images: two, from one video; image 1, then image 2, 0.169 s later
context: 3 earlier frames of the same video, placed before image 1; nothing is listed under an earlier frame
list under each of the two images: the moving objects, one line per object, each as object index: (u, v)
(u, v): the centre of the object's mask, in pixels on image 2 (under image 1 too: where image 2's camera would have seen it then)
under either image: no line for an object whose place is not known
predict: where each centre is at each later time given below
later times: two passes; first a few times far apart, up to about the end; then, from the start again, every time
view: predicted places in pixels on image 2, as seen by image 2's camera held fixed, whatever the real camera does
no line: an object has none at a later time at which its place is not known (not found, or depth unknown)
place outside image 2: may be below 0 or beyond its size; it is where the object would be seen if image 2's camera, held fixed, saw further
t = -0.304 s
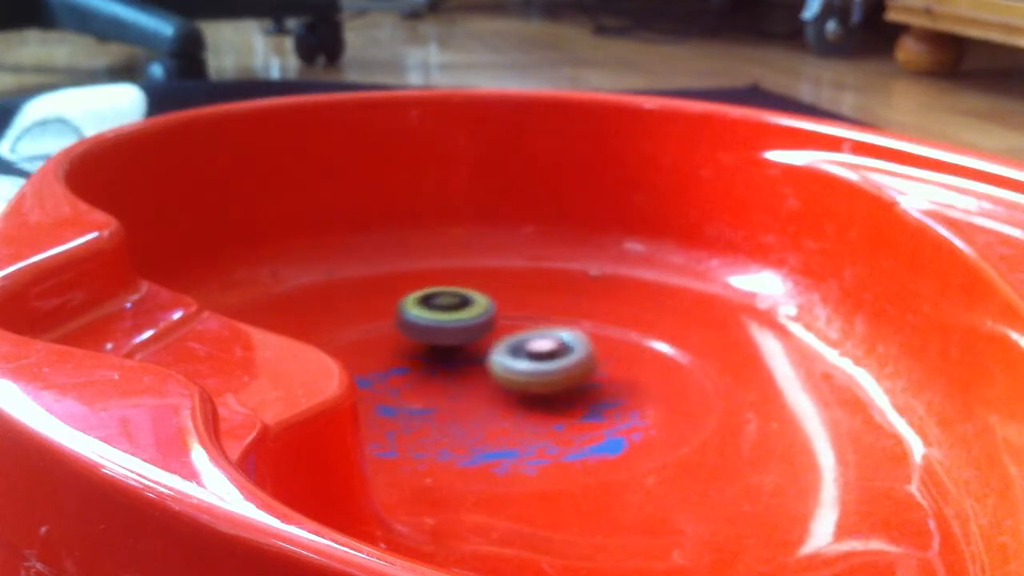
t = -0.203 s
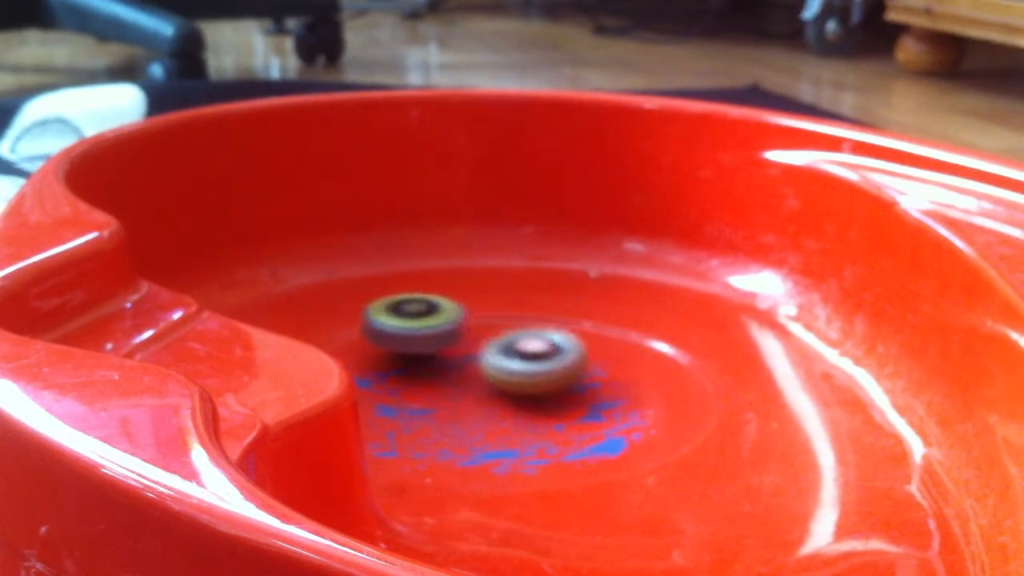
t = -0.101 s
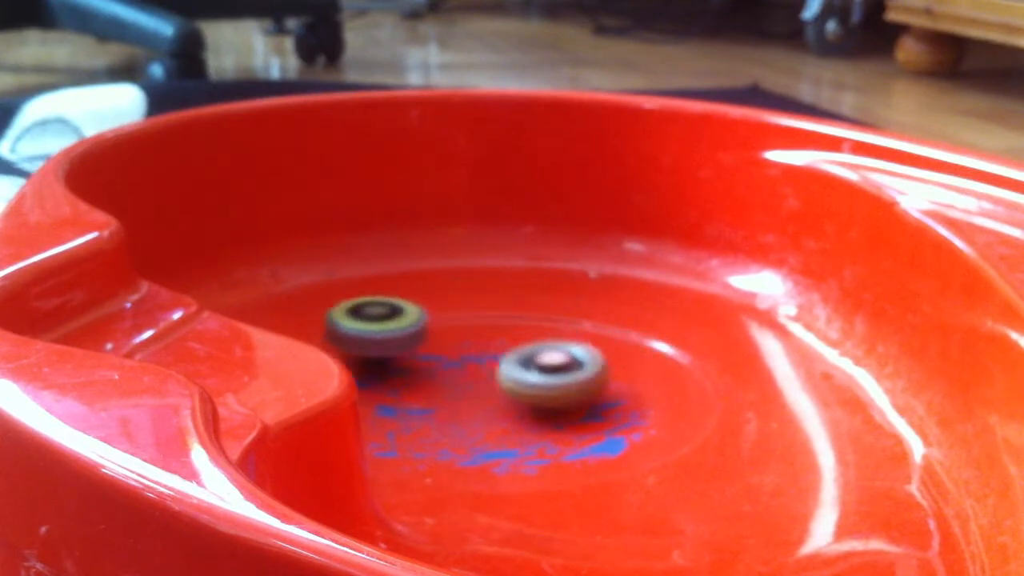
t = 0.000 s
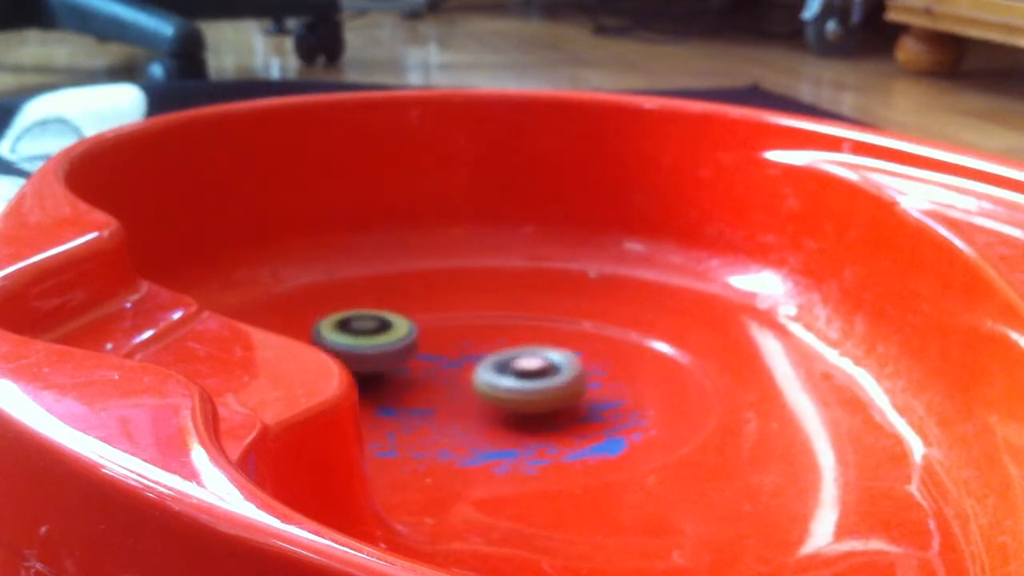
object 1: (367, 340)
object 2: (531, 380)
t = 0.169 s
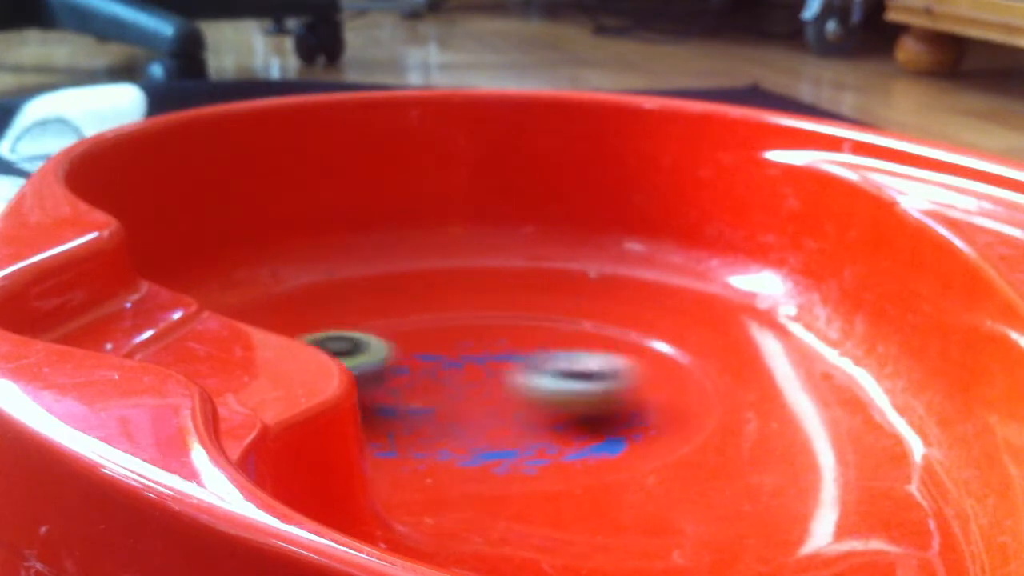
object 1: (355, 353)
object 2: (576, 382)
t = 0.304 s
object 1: (342, 356)
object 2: (703, 386)
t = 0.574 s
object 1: (447, 413)
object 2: (587, 429)
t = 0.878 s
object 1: (414, 365)
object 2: (749, 475)
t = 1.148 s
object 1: (402, 350)
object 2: (521, 471)
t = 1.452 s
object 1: (389, 343)
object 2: (441, 395)
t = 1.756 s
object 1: (342, 261)
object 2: (726, 501)
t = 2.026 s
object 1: (371, 342)
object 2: (530, 472)
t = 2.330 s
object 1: (546, 353)
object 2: (515, 412)
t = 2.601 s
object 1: (646, 319)
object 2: (574, 365)
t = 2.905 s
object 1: (528, 320)
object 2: (610, 359)
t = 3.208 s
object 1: (392, 369)
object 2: (721, 364)
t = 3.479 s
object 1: (399, 415)
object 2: (559, 429)
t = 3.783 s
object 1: (398, 414)
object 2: (626, 384)
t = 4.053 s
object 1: (436, 399)
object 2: (620, 368)
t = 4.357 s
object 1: (409, 361)
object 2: (595, 351)
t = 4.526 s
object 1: (382, 353)
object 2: (581, 340)
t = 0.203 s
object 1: (343, 349)
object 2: (622, 384)
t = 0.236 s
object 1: (337, 350)
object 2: (657, 385)
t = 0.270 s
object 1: (337, 352)
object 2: (685, 386)
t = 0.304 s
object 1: (342, 356)
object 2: (703, 386)
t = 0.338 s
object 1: (354, 366)
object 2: (706, 388)
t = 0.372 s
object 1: (365, 378)
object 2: (698, 395)
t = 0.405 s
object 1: (375, 384)
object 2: (679, 405)
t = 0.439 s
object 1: (384, 398)
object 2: (662, 412)
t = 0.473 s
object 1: (395, 402)
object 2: (644, 418)
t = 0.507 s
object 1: (407, 409)
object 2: (626, 423)
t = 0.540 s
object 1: (425, 411)
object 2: (607, 426)
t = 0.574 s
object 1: (447, 413)
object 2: (587, 429)
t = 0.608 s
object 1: (442, 408)
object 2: (612, 432)
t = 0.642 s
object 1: (420, 400)
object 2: (666, 427)
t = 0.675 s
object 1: (410, 394)
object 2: (711, 433)
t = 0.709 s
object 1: (404, 387)
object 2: (749, 440)
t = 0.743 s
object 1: (401, 383)
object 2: (774, 444)
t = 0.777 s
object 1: (400, 376)
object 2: (783, 449)
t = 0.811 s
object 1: (402, 371)
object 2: (782, 457)
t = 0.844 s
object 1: (405, 370)
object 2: (768, 465)
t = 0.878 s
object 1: (414, 365)
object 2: (749, 475)
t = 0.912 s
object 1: (421, 361)
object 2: (726, 486)
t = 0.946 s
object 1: (426, 360)
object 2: (697, 496)
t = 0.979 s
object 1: (426, 358)
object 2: (663, 497)
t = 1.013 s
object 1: (424, 356)
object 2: (631, 497)
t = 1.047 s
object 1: (419, 355)
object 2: (598, 492)
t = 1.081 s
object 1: (413, 353)
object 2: (568, 488)
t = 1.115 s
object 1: (408, 352)
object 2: (542, 481)
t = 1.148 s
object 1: (402, 350)
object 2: (521, 471)
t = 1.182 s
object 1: (398, 348)
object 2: (504, 462)
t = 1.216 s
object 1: (395, 347)
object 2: (490, 452)
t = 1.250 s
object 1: (392, 346)
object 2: (475, 448)
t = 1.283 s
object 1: (390, 345)
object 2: (460, 442)
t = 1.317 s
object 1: (388, 345)
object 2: (449, 430)
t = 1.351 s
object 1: (388, 344)
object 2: (442, 421)
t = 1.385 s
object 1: (388, 344)
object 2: (438, 412)
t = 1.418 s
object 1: (389, 343)
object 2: (439, 404)
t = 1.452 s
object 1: (389, 343)
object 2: (441, 395)
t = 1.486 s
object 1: (382, 335)
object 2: (479, 409)
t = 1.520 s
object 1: (367, 315)
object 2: (531, 433)
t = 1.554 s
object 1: (358, 291)
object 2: (584, 442)
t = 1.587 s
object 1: (352, 278)
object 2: (626, 451)
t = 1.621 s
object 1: (350, 265)
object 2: (672, 477)
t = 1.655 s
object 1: (347, 260)
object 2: (707, 485)
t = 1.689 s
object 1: (346, 258)
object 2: (727, 489)
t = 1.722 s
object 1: (345, 259)
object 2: (734, 495)
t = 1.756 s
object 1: (342, 261)
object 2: (726, 501)
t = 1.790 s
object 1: (337, 273)
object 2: (687, 513)
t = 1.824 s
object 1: (337, 281)
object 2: (664, 509)
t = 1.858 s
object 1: (337, 292)
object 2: (639, 505)
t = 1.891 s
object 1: (339, 308)
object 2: (614, 501)
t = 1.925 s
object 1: (343, 318)
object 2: (588, 495)
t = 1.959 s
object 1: (349, 327)
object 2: (564, 489)
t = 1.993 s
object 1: (360, 335)
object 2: (545, 481)
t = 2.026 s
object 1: (371, 342)
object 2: (530, 472)
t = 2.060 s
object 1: (385, 349)
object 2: (523, 464)
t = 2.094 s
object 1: (401, 356)
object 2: (519, 455)
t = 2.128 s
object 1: (421, 360)
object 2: (516, 448)
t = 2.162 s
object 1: (443, 362)
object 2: (512, 445)
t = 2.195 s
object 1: (463, 363)
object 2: (508, 439)
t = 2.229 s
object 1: (483, 362)
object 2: (506, 432)
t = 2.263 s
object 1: (504, 359)
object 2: (507, 425)
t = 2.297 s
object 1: (525, 356)
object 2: (510, 420)
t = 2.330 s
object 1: (546, 353)
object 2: (515, 412)
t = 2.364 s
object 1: (566, 350)
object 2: (520, 406)
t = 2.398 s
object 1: (583, 348)
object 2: (526, 400)
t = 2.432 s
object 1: (598, 345)
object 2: (533, 393)
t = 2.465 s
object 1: (611, 341)
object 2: (539, 388)
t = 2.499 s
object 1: (622, 336)
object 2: (546, 381)
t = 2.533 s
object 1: (632, 331)
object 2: (555, 376)
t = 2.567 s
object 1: (640, 325)
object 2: (565, 370)
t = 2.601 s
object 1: (646, 319)
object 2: (574, 365)
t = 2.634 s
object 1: (650, 314)
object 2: (583, 361)
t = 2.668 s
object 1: (646, 309)
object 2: (590, 359)
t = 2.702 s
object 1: (634, 305)
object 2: (593, 360)
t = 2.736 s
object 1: (612, 304)
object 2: (595, 360)
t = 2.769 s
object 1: (590, 303)
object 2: (599, 360)
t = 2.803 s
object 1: (571, 306)
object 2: (602, 360)
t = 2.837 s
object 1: (555, 310)
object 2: (606, 359)
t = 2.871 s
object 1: (540, 314)
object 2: (608, 359)
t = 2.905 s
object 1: (528, 320)
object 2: (610, 359)
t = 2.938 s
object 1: (517, 326)
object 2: (610, 359)
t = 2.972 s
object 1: (509, 333)
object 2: (610, 360)
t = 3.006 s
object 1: (501, 340)
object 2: (608, 361)
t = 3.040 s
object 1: (496, 346)
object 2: (607, 362)
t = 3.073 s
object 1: (491, 353)
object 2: (605, 364)
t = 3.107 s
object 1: (458, 357)
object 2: (643, 365)
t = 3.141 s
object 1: (425, 362)
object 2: (681, 365)
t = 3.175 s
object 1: (403, 365)
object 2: (708, 362)
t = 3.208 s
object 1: (392, 369)
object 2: (721, 364)
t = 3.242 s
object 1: (388, 373)
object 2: (723, 371)
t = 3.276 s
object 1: (386, 377)
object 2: (718, 380)
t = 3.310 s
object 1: (385, 383)
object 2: (705, 393)
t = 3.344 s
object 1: (386, 389)
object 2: (677, 410)
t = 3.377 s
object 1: (388, 396)
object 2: (646, 420)
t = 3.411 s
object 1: (391, 402)
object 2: (614, 425)
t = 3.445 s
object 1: (394, 408)
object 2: (585, 429)
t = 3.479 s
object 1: (399, 415)
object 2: (559, 429)
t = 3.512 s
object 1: (404, 420)
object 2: (536, 427)
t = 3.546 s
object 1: (401, 421)
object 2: (541, 421)
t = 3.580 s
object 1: (389, 415)
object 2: (573, 413)
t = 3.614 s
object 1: (384, 412)
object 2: (597, 404)
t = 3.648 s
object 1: (383, 410)
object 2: (612, 396)
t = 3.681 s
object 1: (385, 414)
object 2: (621, 391)
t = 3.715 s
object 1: (388, 413)
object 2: (624, 387)
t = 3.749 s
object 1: (392, 413)
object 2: (625, 385)
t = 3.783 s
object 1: (398, 414)
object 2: (626, 384)
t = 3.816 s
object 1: (404, 412)
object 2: (626, 382)
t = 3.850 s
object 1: (411, 411)
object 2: (626, 381)
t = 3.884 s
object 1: (418, 409)
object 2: (625, 379)
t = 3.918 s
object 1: (424, 408)
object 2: (624, 377)
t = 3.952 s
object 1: (430, 407)
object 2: (624, 374)
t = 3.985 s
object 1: (434, 405)
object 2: (623, 372)
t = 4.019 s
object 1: (436, 402)
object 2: (622, 371)
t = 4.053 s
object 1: (436, 399)
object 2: (620, 368)
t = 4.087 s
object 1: (435, 396)
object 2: (618, 366)
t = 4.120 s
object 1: (433, 392)
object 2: (615, 365)
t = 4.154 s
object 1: (430, 388)
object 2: (613, 362)
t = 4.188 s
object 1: (427, 383)
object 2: (610, 360)
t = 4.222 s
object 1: (423, 376)
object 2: (607, 358)
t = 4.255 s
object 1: (419, 373)
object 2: (604, 357)
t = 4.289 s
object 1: (414, 370)
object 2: (600, 355)
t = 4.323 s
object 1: (411, 367)
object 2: (598, 353)
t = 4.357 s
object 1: (409, 361)
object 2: (595, 351)
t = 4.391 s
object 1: (405, 360)
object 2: (593, 349)
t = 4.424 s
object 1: (400, 358)
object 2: (590, 346)
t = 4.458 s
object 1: (395, 357)
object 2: (588, 344)
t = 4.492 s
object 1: (389, 355)
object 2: (585, 343)
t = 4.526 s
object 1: (382, 353)
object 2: (581, 340)
